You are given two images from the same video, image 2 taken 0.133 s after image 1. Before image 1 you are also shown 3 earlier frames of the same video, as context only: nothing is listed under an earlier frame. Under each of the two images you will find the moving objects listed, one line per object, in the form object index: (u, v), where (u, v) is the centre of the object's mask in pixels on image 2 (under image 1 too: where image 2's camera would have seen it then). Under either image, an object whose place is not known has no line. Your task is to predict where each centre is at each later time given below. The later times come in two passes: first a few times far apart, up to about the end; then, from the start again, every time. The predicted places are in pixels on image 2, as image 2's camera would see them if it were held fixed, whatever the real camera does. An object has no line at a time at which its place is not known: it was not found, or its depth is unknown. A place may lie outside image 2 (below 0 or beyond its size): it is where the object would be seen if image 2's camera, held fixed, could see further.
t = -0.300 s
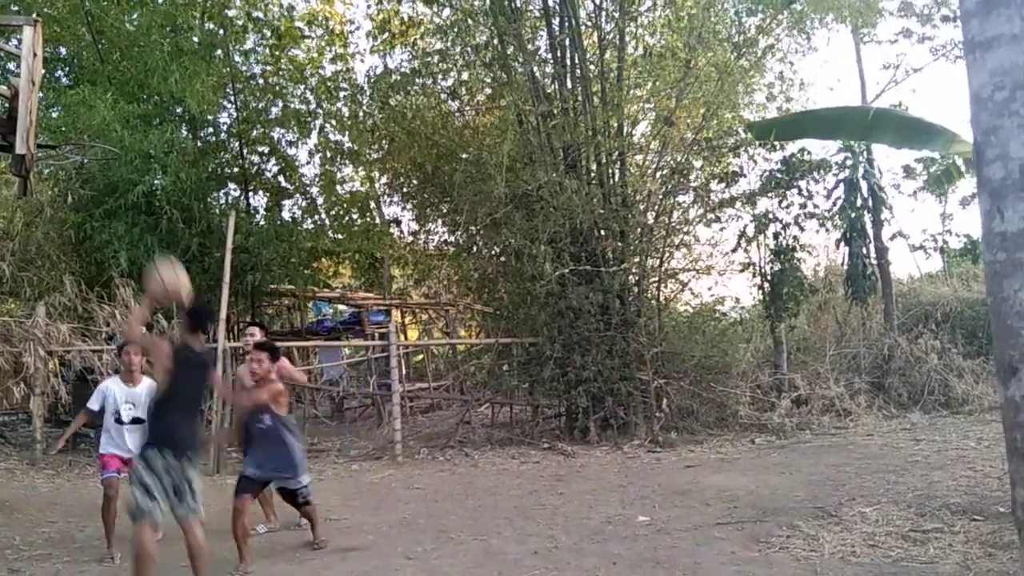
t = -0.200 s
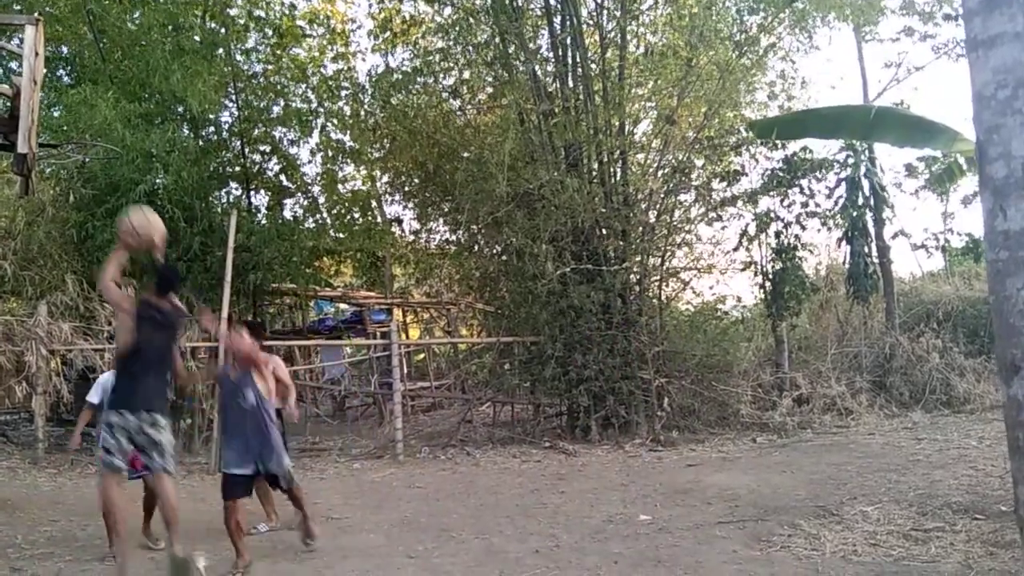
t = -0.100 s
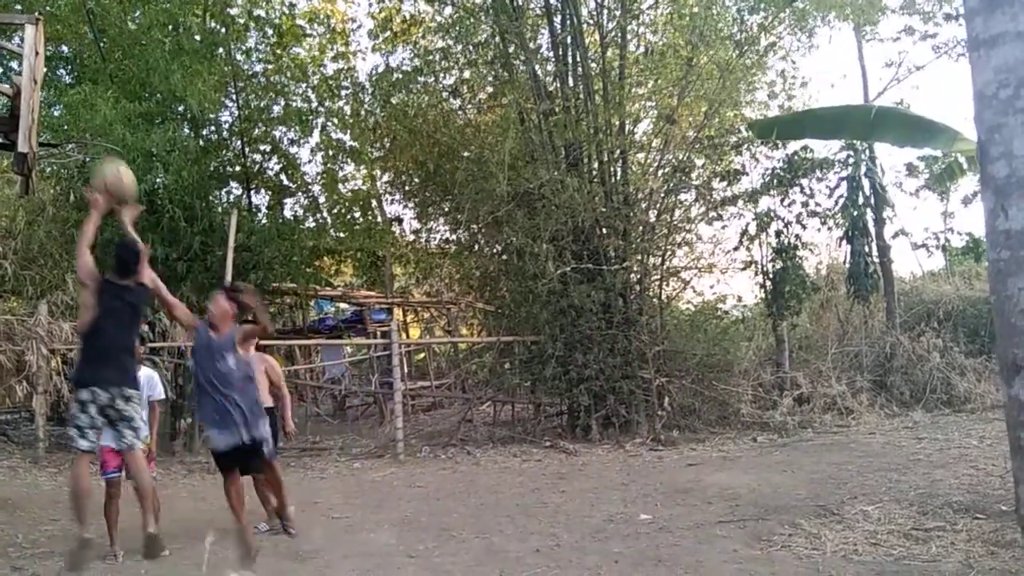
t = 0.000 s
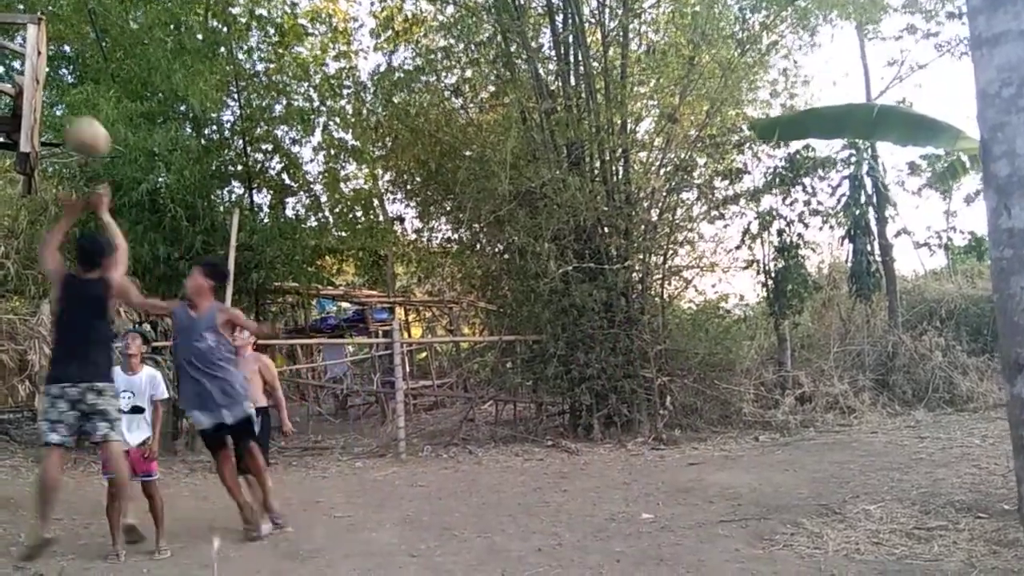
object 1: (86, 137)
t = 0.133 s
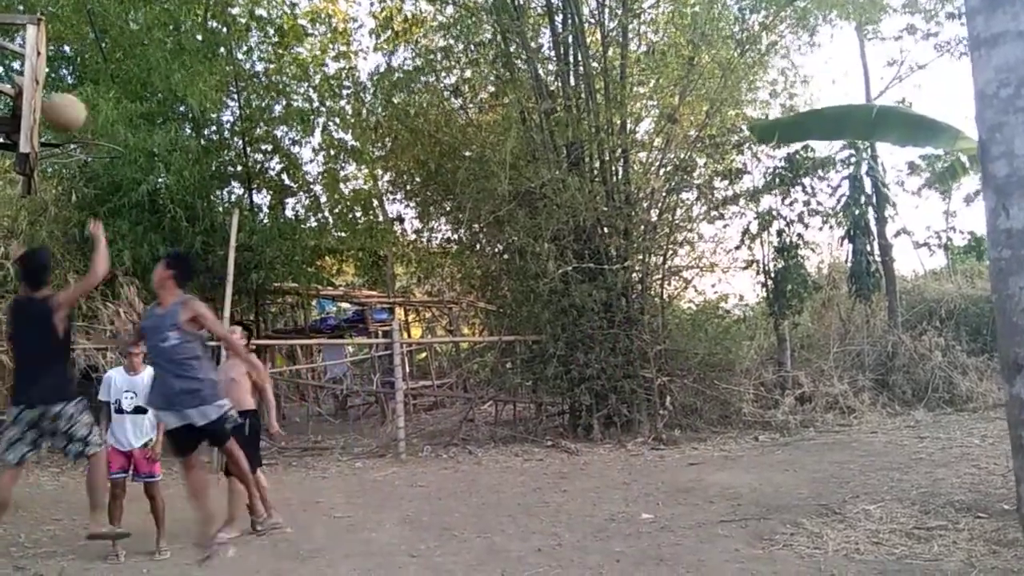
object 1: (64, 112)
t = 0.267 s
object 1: (89, 124)
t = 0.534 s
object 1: (77, 167)
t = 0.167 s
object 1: (71, 113)
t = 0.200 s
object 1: (77, 116)
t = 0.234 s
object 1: (83, 119)
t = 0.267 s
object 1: (89, 124)
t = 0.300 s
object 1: (94, 128)
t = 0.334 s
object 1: (98, 136)
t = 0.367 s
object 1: (103, 146)
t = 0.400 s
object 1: (96, 147)
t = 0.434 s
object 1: (90, 149)
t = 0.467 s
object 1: (86, 154)
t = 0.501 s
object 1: (79, 159)
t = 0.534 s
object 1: (77, 167)
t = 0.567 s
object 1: (72, 173)
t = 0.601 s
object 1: (68, 182)
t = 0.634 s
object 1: (66, 195)
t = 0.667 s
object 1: (64, 207)
